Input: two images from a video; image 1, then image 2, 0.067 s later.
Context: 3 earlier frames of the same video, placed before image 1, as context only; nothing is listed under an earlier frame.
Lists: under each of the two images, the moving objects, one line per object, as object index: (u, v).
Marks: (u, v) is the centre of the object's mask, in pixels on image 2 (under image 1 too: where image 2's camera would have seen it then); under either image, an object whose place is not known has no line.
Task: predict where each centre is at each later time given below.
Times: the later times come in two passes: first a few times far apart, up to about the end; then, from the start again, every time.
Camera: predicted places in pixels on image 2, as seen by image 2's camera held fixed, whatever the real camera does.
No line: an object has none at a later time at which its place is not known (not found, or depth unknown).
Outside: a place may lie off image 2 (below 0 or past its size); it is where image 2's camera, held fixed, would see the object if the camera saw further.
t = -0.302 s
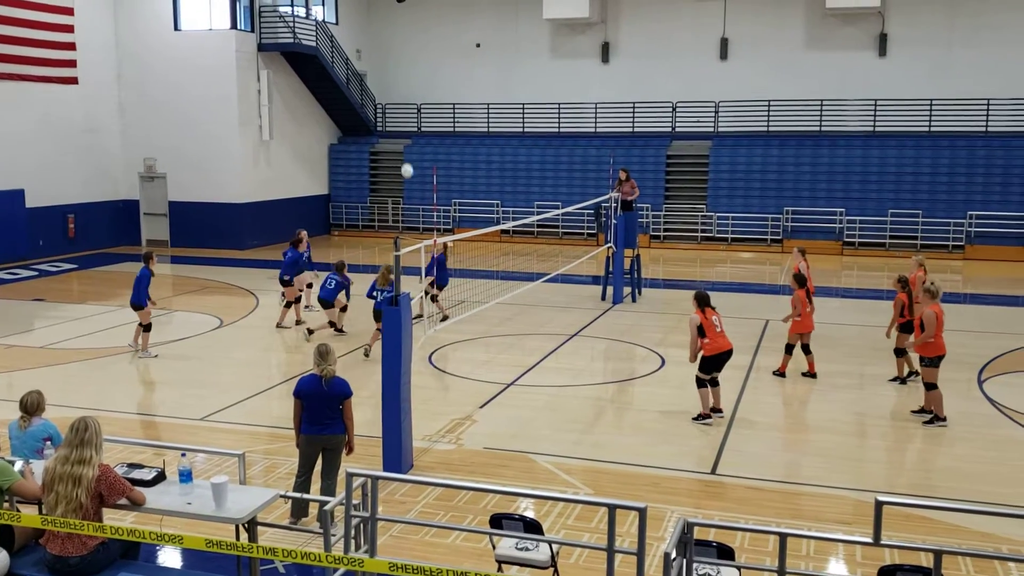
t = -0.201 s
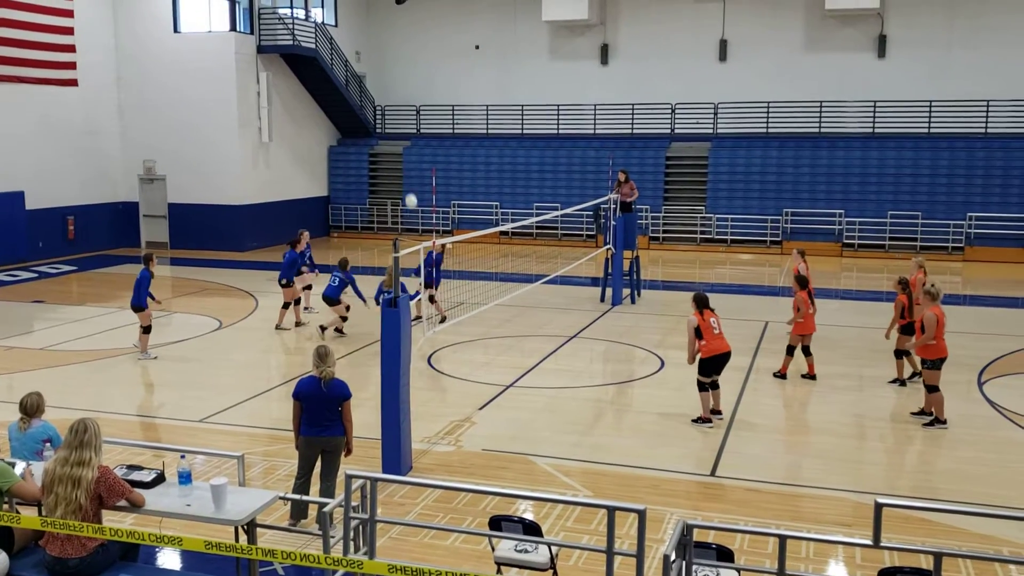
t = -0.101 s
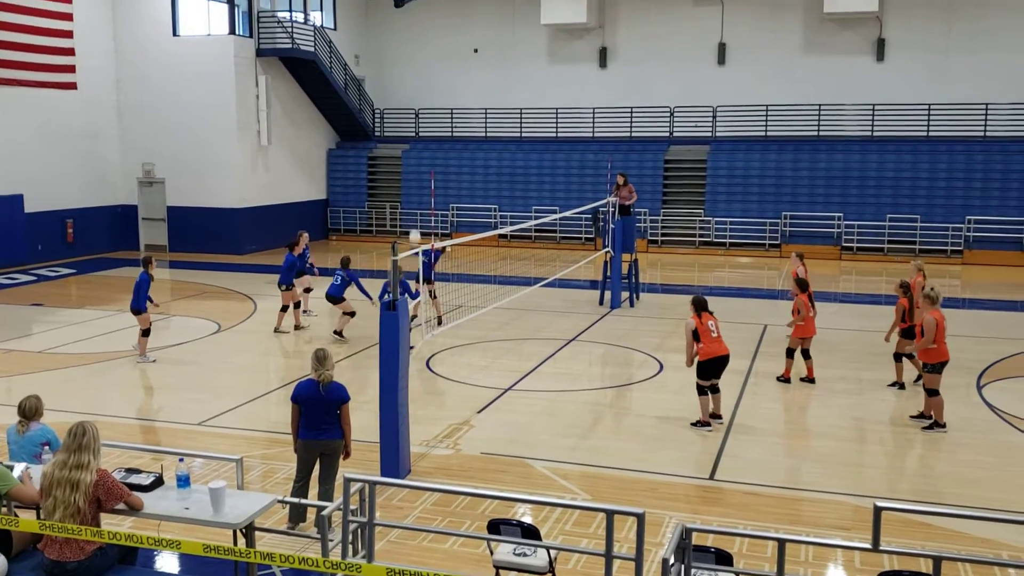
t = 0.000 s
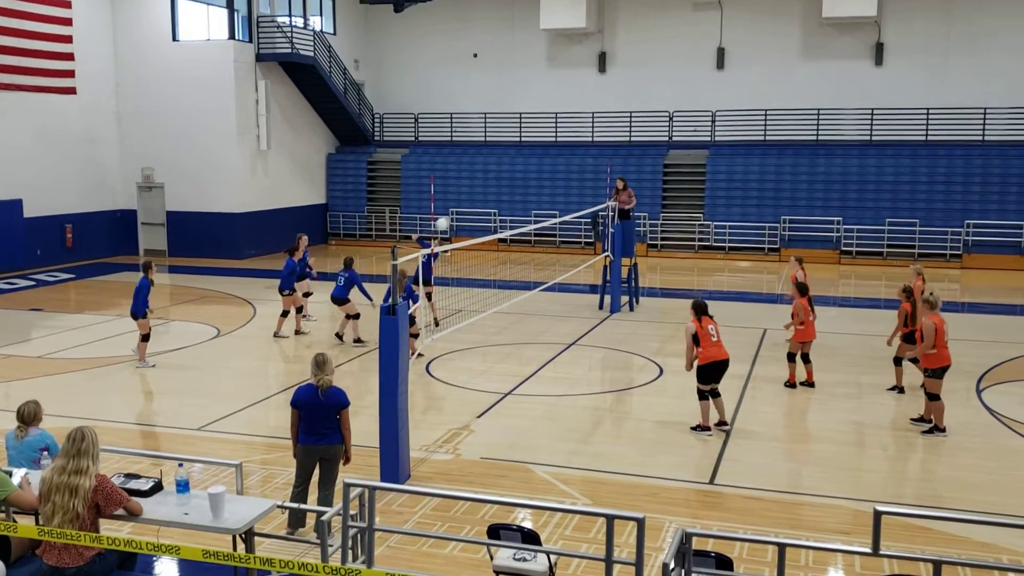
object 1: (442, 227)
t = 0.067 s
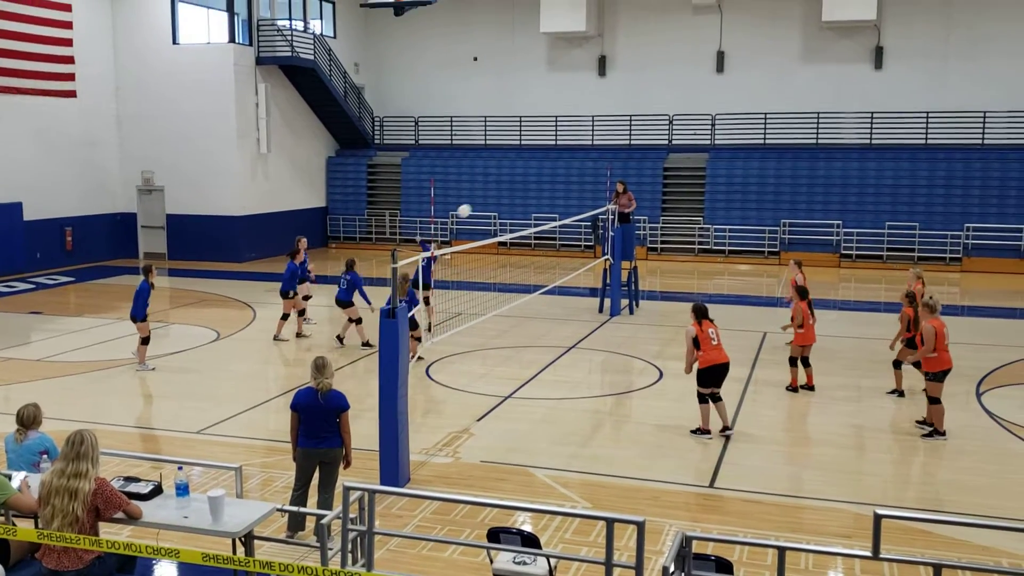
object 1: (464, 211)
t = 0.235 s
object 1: (522, 182)
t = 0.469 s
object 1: (609, 167)
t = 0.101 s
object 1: (476, 204)
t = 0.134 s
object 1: (487, 197)
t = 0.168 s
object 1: (499, 192)
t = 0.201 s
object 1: (510, 187)
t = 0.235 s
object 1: (522, 182)
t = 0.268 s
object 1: (535, 178)
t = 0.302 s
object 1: (548, 174)
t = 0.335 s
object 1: (561, 171)
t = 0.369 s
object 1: (573, 169)
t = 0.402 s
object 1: (585, 168)
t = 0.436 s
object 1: (597, 167)
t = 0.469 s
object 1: (609, 167)
